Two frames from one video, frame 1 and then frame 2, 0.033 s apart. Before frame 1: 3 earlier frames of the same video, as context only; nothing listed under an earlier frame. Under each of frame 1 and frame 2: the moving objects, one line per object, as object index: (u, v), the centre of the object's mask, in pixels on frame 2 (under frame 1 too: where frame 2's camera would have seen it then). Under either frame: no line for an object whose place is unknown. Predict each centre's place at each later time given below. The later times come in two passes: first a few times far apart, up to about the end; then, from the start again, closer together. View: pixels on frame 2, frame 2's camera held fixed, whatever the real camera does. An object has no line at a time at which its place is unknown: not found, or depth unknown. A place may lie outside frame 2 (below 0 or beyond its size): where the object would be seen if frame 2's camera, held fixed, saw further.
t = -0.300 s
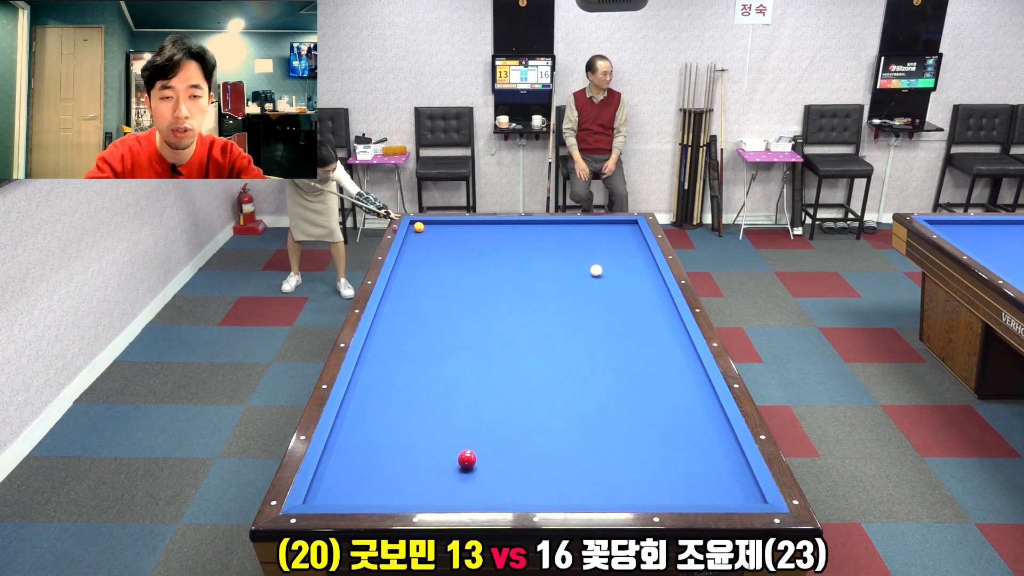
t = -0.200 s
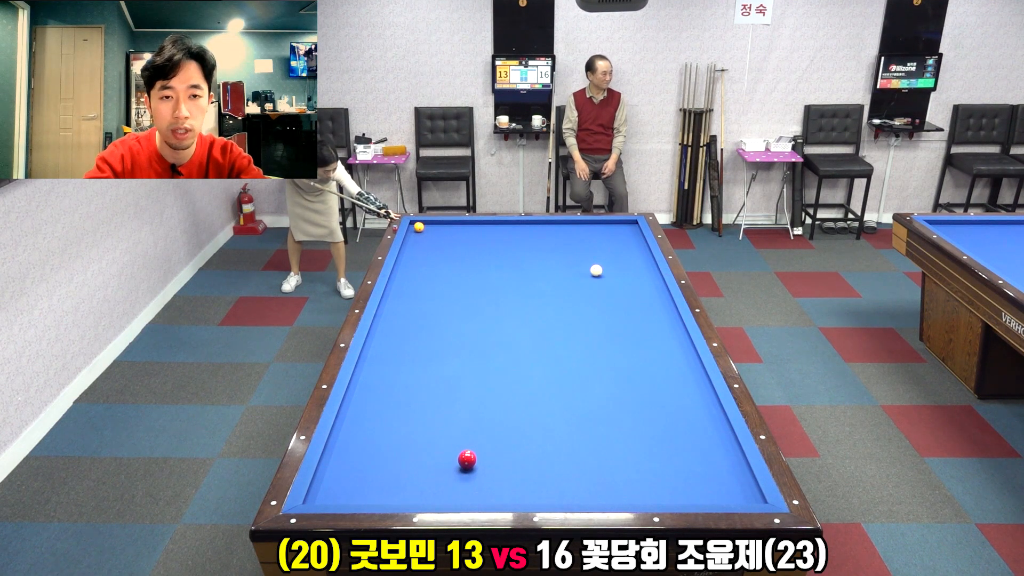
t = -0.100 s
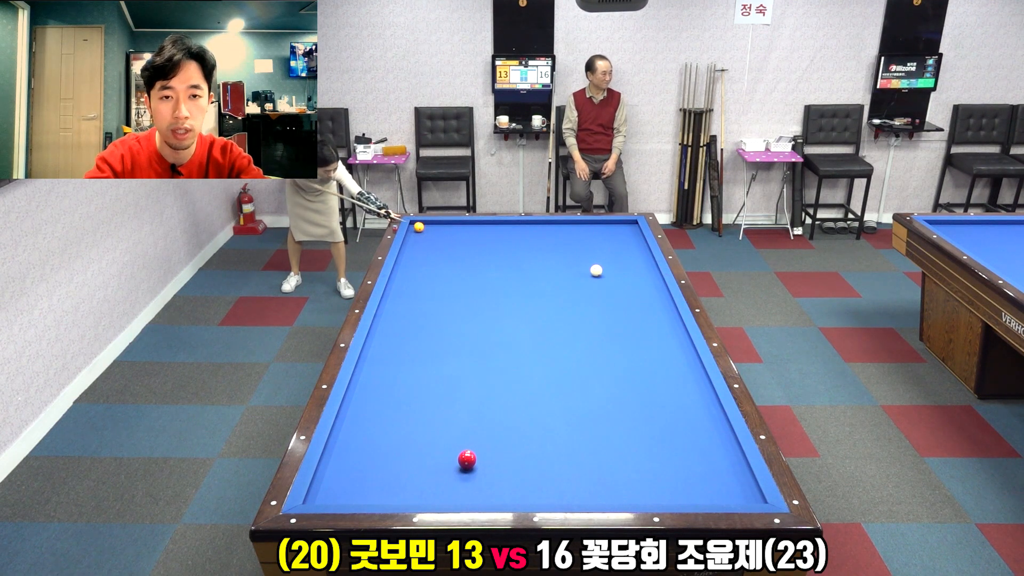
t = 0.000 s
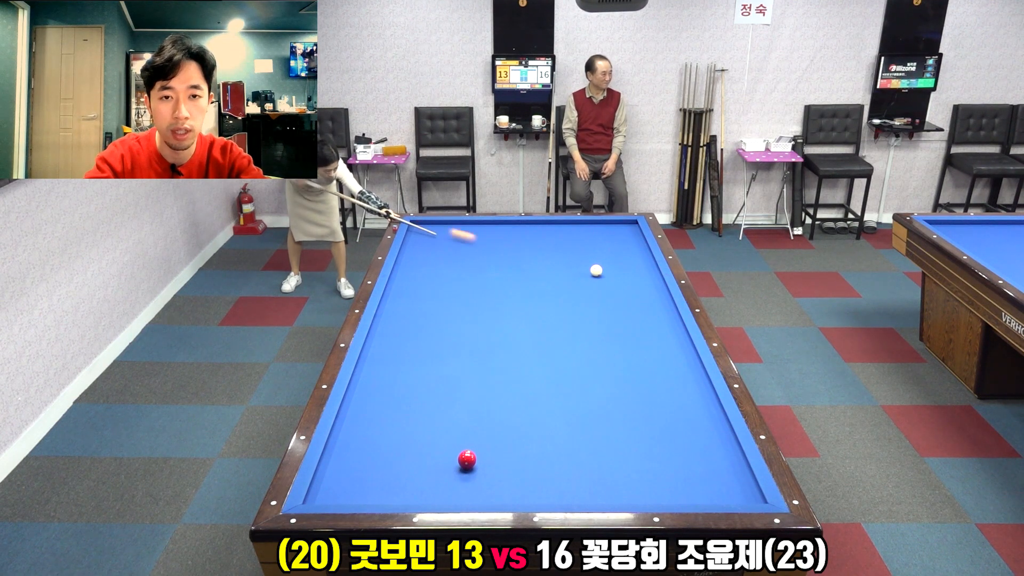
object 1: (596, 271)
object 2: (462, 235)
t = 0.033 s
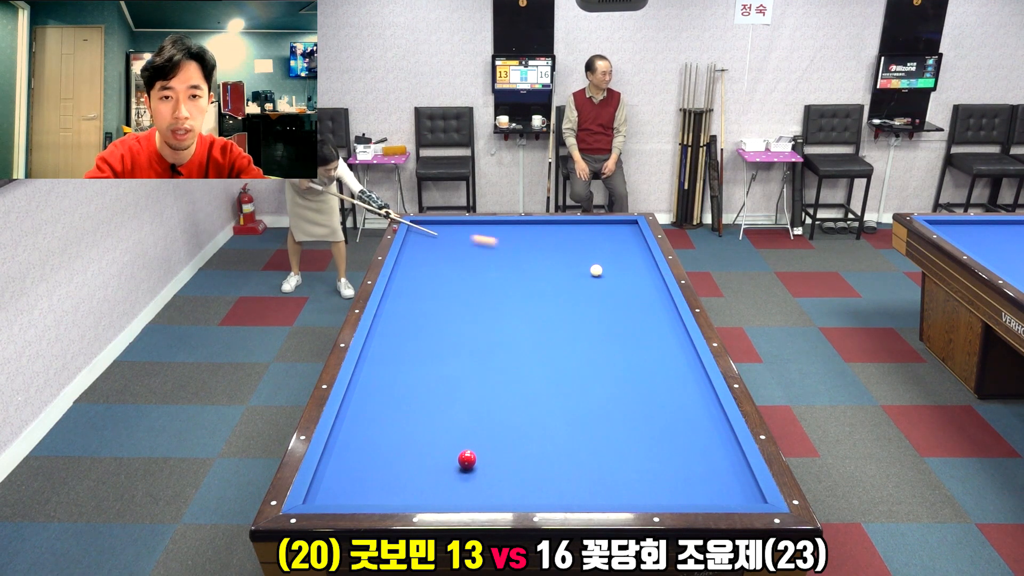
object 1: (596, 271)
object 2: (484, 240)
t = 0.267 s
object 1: (595, 278)
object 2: (648, 270)
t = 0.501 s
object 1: (591, 299)
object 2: (529, 290)
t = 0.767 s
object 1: (586, 324)
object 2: (388, 315)
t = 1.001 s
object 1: (581, 349)
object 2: (453, 326)
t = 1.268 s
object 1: (574, 382)
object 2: (522, 340)
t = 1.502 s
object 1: (568, 414)
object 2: (582, 353)
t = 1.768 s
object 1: (559, 458)
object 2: (656, 369)
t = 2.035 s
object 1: (549, 493)
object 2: (683, 383)
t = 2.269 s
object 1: (540, 467)
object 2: (650, 392)
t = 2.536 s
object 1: (532, 441)
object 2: (611, 402)
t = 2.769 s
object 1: (525, 421)
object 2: (577, 412)
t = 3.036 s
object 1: (518, 401)
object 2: (536, 423)
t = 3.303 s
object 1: (512, 383)
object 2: (495, 435)
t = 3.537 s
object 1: (507, 368)
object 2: (457, 445)
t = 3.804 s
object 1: (502, 353)
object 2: (414, 457)
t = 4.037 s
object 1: (498, 341)
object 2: (374, 469)
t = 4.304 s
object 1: (494, 328)
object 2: (328, 481)
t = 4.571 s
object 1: (490, 317)
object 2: (337, 490)
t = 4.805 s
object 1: (486, 307)
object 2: (356, 495)
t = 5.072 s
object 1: (483, 297)
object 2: (376, 496)
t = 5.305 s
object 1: (480, 289)
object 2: (392, 494)
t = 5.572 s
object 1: (477, 281)
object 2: (410, 491)
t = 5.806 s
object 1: (475, 274)
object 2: (425, 488)
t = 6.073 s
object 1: (473, 266)
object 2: (440, 485)
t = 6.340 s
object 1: (470, 259)
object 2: (454, 482)
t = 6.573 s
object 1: (468, 254)
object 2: (466, 480)
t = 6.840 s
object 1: (466, 248)
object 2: (478, 477)
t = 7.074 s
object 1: (465, 243)
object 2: (488, 475)
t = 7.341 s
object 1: (463, 238)
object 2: (499, 474)
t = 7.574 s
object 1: (461, 233)
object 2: (508, 472)
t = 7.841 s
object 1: (460, 228)
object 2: (517, 471)
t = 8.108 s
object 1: (458, 224)
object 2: (525, 470)
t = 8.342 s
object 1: (457, 223)
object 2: (532, 469)
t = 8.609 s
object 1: (455, 225)
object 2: (538, 468)
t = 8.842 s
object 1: (454, 227)
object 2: (543, 467)
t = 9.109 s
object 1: (452, 229)
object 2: (549, 466)
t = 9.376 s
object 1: (450, 231)
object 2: (553, 466)
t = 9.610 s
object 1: (449, 232)
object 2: (556, 465)
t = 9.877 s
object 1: (448, 234)
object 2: (559, 465)
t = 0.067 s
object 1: (596, 271)
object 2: (506, 245)
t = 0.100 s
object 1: (596, 271)
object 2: (529, 251)
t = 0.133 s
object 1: (596, 271)
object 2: (552, 256)
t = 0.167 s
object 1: (596, 271)
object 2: (576, 261)
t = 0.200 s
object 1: (596, 272)
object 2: (602, 265)
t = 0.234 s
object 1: (595, 274)
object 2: (625, 268)
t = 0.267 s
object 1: (595, 278)
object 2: (648, 270)
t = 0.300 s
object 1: (594, 281)
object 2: (642, 273)
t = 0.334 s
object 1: (593, 285)
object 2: (623, 276)
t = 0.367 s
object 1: (593, 288)
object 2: (605, 278)
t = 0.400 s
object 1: (592, 291)
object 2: (584, 280)
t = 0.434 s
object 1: (592, 293)
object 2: (566, 284)
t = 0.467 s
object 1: (591, 296)
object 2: (547, 287)
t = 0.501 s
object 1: (591, 299)
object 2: (529, 290)
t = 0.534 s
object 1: (590, 302)
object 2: (510, 293)
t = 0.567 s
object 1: (589, 305)
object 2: (492, 295)
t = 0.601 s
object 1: (589, 308)
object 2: (474, 298)
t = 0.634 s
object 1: (588, 312)
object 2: (456, 302)
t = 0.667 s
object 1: (588, 315)
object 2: (439, 305)
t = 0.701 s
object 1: (587, 318)
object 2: (422, 308)
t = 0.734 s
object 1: (586, 321)
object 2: (405, 311)
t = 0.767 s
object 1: (586, 324)
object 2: (388, 315)
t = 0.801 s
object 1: (585, 328)
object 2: (385, 317)
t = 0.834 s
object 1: (584, 331)
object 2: (397, 318)
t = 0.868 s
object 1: (584, 335)
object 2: (409, 320)
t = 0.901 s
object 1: (583, 338)
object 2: (421, 321)
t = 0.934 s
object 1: (582, 342)
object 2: (432, 323)
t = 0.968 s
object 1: (581, 346)
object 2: (443, 324)
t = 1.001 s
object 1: (581, 349)
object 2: (453, 326)
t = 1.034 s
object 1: (580, 353)
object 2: (462, 327)
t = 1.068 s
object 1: (579, 357)
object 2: (471, 329)
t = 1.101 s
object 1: (579, 361)
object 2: (480, 331)
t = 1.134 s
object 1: (578, 365)
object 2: (488, 333)
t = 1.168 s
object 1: (577, 369)
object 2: (497, 334)
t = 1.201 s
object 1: (576, 373)
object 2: (505, 336)
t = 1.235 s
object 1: (575, 378)
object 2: (513, 338)
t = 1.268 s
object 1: (574, 382)
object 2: (522, 340)
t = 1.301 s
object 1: (574, 386)
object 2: (530, 342)
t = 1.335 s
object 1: (573, 391)
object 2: (539, 344)
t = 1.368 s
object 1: (572, 395)
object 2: (547, 345)
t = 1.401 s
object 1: (571, 400)
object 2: (556, 347)
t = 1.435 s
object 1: (570, 405)
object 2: (565, 349)
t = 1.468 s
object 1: (569, 409)
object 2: (573, 351)
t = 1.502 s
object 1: (568, 414)
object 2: (582, 353)
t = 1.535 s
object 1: (567, 420)
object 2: (591, 355)
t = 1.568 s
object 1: (566, 424)
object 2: (600, 357)
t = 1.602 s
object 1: (565, 430)
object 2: (609, 359)
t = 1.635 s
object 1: (564, 435)
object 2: (618, 361)
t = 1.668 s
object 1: (563, 441)
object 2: (628, 363)
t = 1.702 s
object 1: (562, 446)
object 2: (637, 365)
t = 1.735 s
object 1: (560, 452)
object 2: (646, 367)
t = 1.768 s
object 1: (559, 458)
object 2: (656, 369)
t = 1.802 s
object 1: (558, 464)
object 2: (665, 371)
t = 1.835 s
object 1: (557, 470)
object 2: (675, 373)
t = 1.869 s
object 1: (556, 476)
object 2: (685, 375)
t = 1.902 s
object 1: (554, 482)
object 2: (694, 377)
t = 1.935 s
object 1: (553, 489)
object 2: (701, 379)
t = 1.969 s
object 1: (552, 494)
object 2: (696, 381)
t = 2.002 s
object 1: (550, 495)
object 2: (689, 382)
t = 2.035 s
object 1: (549, 493)
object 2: (683, 383)
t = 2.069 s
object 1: (548, 489)
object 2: (678, 384)
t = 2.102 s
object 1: (546, 485)
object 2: (673, 385)
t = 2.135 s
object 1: (545, 481)
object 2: (669, 387)
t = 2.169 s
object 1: (544, 477)
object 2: (664, 388)
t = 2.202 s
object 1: (543, 474)
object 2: (659, 389)
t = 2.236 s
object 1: (542, 470)
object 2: (655, 391)
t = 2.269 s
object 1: (540, 467)
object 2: (650, 392)
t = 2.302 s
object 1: (539, 463)
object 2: (645, 393)
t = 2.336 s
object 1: (538, 460)
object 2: (640, 395)
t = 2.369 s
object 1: (537, 457)
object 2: (636, 396)
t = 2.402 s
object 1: (536, 454)
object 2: (631, 397)
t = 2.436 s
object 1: (535, 450)
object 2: (626, 398)
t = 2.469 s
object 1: (534, 448)
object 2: (621, 400)
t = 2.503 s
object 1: (533, 444)
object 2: (616, 401)
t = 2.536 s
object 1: (532, 441)
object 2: (611, 402)
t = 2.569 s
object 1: (531, 439)
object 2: (607, 404)
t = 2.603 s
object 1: (530, 435)
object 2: (602, 405)
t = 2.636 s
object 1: (529, 433)
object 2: (597, 406)
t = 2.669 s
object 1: (528, 430)
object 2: (591, 408)
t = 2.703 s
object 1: (527, 427)
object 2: (587, 409)
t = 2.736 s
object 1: (526, 424)
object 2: (582, 411)
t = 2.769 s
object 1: (525, 421)
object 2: (577, 412)
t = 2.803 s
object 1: (524, 419)
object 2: (572, 413)
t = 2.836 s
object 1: (523, 416)
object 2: (567, 415)
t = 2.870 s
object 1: (522, 413)
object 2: (562, 416)
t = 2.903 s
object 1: (522, 411)
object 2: (557, 418)
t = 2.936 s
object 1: (521, 408)
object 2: (552, 419)
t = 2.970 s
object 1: (520, 406)
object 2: (547, 420)
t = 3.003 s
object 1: (519, 403)
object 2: (542, 422)
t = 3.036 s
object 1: (518, 401)
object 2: (536, 423)
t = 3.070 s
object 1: (518, 398)
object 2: (531, 424)
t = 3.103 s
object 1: (517, 396)
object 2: (526, 426)
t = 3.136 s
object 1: (516, 394)
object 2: (521, 428)
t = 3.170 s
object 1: (515, 392)
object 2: (516, 429)
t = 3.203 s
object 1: (514, 389)
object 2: (511, 430)
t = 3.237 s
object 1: (514, 387)
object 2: (505, 432)
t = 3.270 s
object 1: (513, 385)
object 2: (500, 433)
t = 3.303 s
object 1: (512, 383)
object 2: (495, 435)
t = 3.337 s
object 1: (511, 380)
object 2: (489, 436)
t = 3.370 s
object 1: (511, 378)
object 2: (484, 438)
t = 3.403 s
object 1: (510, 376)
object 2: (479, 439)
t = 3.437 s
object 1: (509, 374)
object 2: (474, 440)
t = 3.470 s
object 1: (509, 372)
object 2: (468, 441)
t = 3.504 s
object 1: (508, 370)
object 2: (463, 443)
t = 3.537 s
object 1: (507, 368)
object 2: (457, 445)
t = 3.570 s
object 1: (506, 366)
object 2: (452, 447)
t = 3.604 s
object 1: (506, 364)
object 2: (447, 448)
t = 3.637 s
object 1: (505, 362)
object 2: (441, 450)
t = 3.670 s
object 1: (504, 360)
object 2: (436, 451)
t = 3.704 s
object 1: (504, 358)
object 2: (430, 453)
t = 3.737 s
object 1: (503, 357)
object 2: (425, 454)
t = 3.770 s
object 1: (503, 355)
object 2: (419, 456)
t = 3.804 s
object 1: (502, 353)
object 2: (414, 457)
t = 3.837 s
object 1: (502, 351)
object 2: (408, 459)
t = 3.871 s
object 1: (501, 349)
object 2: (403, 461)
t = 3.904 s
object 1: (500, 347)
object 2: (397, 462)
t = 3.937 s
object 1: (500, 346)
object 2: (391, 464)
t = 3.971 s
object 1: (499, 344)
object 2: (386, 465)
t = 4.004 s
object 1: (499, 342)
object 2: (380, 467)
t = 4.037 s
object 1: (498, 341)
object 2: (374, 469)
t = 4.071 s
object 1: (497, 339)
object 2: (369, 470)
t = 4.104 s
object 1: (497, 338)
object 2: (363, 472)
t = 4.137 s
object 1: (496, 336)
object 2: (357, 473)
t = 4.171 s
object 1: (496, 334)
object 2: (351, 475)
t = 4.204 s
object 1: (495, 333)
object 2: (346, 476)
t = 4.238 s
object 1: (495, 331)
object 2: (340, 478)
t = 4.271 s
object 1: (494, 330)
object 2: (334, 480)
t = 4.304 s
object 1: (494, 328)
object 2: (328, 481)
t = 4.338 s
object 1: (493, 327)
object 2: (322, 483)
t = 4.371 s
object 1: (493, 325)
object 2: (321, 485)
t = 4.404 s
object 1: (492, 324)
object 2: (324, 485)
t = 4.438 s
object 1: (492, 322)
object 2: (327, 487)
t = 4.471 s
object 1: (491, 321)
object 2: (330, 487)
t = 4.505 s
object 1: (491, 319)
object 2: (332, 488)
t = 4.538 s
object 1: (490, 318)
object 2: (335, 489)
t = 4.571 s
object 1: (490, 317)
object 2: (337, 490)
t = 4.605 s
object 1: (489, 315)
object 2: (340, 491)
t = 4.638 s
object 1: (489, 314)
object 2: (343, 492)
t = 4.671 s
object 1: (488, 313)
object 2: (345, 493)
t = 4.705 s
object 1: (488, 311)
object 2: (348, 494)
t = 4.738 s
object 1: (487, 310)
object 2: (351, 494)
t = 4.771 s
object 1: (487, 309)
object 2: (353, 495)
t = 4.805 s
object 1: (486, 307)
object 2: (356, 495)
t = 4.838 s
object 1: (486, 306)
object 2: (359, 496)
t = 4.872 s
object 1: (486, 305)
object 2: (361, 496)
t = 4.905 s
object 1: (485, 303)
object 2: (364, 497)
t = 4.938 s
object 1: (485, 302)
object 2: (366, 497)
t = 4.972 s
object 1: (484, 301)
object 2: (369, 497)
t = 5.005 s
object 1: (484, 300)
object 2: (371, 496)
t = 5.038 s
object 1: (484, 298)
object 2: (374, 496)
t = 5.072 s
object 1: (483, 297)
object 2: (376, 496)
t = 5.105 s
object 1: (483, 296)
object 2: (379, 496)
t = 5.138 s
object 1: (482, 295)
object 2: (381, 495)
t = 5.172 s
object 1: (482, 294)
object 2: (383, 495)
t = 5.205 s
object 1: (482, 293)
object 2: (386, 495)
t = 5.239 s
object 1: (481, 291)
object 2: (388, 494)
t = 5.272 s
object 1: (481, 290)
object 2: (390, 494)
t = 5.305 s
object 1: (480, 289)
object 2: (392, 494)
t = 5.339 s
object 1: (480, 288)
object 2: (395, 494)
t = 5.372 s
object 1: (480, 287)
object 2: (397, 493)
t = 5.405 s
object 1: (479, 286)
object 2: (399, 493)
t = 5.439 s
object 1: (479, 285)
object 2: (401, 493)
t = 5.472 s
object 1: (479, 284)
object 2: (404, 492)
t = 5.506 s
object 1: (478, 283)
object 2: (406, 492)
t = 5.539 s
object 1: (478, 282)
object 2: (408, 491)
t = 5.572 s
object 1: (477, 281)
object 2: (410, 491)
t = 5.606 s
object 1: (477, 280)
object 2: (412, 491)
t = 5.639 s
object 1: (477, 279)
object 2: (414, 490)
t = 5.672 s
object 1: (476, 278)
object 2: (417, 490)
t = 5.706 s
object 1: (476, 277)
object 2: (418, 489)
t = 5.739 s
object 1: (476, 276)
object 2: (420, 489)
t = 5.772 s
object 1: (476, 275)
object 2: (423, 488)
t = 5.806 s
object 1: (475, 274)
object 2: (425, 488)
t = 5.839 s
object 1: (475, 273)
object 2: (426, 487)
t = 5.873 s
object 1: (475, 272)
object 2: (429, 487)
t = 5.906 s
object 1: (474, 271)
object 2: (431, 487)
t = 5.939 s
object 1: (474, 270)
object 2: (433, 486)
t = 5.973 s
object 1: (474, 269)
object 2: (434, 486)
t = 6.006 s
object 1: (473, 268)
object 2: (436, 485)
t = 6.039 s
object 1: (473, 267)
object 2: (438, 485)
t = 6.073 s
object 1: (473, 266)
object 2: (440, 485)
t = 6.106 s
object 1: (472, 265)
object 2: (442, 484)
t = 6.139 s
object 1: (472, 264)
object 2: (444, 484)
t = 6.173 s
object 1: (472, 264)
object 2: (445, 484)
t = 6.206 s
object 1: (471, 263)
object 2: (447, 483)
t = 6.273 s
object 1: (471, 261)
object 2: (450, 483)
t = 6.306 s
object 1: (471, 260)
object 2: (452, 482)
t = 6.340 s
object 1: (470, 259)
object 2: (454, 482)
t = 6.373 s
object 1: (470, 259)
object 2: (456, 482)
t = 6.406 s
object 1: (470, 258)
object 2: (458, 481)
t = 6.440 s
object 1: (469, 257)
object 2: (459, 481)
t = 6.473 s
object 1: (469, 256)
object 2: (461, 481)
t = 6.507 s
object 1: (469, 255)
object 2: (463, 480)
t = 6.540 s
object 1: (469, 255)
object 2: (464, 480)
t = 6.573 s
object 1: (468, 254)
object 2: (466, 480)
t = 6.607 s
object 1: (468, 253)
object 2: (468, 479)
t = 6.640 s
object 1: (468, 252)
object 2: (469, 479)
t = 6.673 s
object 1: (467, 251)
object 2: (471, 479)
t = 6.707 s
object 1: (467, 251)
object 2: (472, 479)
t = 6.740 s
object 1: (467, 250)
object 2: (474, 478)
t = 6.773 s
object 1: (467, 249)
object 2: (475, 478)
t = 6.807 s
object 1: (467, 249)
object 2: (477, 478)
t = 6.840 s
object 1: (466, 248)
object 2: (478, 477)
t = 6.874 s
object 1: (466, 247)
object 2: (480, 477)
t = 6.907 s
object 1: (466, 246)
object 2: (481, 477)
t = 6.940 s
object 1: (466, 246)
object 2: (483, 476)
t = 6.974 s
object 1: (465, 245)
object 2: (484, 476)
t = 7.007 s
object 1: (465, 244)
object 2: (486, 476)
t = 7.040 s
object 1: (465, 244)
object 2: (487, 476)
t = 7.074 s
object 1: (465, 243)
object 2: (488, 475)
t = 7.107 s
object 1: (464, 242)
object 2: (490, 475)
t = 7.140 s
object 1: (464, 241)
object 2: (491, 475)
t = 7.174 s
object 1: (464, 241)
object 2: (493, 475)
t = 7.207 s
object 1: (464, 240)
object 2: (494, 475)
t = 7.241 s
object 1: (463, 239)
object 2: (495, 474)
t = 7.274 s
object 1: (463, 239)
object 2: (497, 474)
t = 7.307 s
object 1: (463, 238)
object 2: (498, 474)
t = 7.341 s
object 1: (463, 238)
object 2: (499, 474)
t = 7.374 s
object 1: (463, 237)
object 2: (500, 474)
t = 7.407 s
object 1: (462, 236)
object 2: (502, 473)
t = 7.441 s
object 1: (462, 236)
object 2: (503, 473)
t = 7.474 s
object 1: (462, 235)
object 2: (504, 473)
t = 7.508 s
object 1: (462, 234)
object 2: (505, 473)
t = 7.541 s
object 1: (462, 234)
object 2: (507, 473)
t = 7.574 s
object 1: (461, 233)
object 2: (508, 472)
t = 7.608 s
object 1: (461, 233)
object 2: (509, 472)
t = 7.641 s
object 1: (461, 232)
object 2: (510, 472)
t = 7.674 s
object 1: (461, 232)
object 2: (511, 472)
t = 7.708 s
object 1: (460, 231)
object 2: (512, 472)
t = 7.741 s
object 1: (460, 230)
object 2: (514, 471)
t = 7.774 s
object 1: (460, 230)
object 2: (515, 471)
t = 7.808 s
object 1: (460, 229)
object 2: (516, 471)
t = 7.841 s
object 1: (460, 228)
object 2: (517, 471)
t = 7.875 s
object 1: (460, 228)
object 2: (518, 470)
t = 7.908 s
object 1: (459, 227)
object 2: (519, 470)
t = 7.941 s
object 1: (459, 227)
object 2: (520, 470)
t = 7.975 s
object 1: (459, 226)
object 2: (521, 470)
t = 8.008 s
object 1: (459, 226)
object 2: (522, 470)
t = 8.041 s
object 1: (459, 225)
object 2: (523, 470)
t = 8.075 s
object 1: (458, 225)
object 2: (524, 470)
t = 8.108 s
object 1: (458, 224)
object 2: (525, 470)
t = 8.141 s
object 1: (458, 224)
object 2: (526, 470)
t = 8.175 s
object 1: (458, 223)
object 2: (527, 470)
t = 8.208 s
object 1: (458, 223)
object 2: (528, 469)
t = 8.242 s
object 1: (458, 222)
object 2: (529, 469)
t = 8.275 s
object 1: (458, 222)
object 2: (530, 469)
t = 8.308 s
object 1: (457, 222)
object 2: (531, 469)
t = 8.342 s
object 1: (457, 223)
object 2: (532, 469)
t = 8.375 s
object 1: (457, 223)
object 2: (533, 469)
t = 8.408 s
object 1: (457, 223)
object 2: (534, 469)
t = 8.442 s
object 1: (456, 223)
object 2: (534, 469)
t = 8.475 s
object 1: (456, 224)
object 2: (535, 468)
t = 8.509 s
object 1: (456, 224)
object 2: (536, 468)
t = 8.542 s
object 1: (455, 224)
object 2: (537, 468)
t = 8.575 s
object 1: (455, 225)
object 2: (538, 468)
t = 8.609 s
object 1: (455, 225)
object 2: (538, 468)
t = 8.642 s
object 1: (455, 225)
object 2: (539, 468)
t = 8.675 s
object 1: (454, 226)
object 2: (540, 468)
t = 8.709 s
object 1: (454, 226)
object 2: (541, 467)
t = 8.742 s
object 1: (454, 226)
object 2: (541, 467)
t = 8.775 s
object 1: (454, 226)
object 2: (542, 467)
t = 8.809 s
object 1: (454, 227)
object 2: (543, 467)
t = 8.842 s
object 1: (454, 227)
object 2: (543, 467)
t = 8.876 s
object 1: (453, 227)
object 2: (544, 467)
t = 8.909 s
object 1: (453, 227)
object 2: (545, 467)
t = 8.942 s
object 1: (453, 228)
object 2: (546, 467)
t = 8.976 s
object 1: (453, 228)
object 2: (546, 466)
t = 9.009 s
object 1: (452, 228)
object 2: (547, 466)
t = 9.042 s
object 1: (452, 228)
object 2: (547, 466)
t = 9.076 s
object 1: (452, 229)
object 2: (548, 466)
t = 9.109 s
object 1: (452, 229)
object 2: (549, 466)
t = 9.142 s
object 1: (452, 229)
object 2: (549, 466)
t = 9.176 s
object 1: (452, 229)
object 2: (550, 466)
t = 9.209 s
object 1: (451, 230)
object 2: (550, 466)
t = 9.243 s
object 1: (451, 230)
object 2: (551, 466)
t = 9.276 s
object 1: (451, 230)
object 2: (551, 466)
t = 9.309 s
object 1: (450, 230)
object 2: (552, 466)
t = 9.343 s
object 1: (450, 231)
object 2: (553, 466)
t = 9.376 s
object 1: (450, 231)
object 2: (553, 466)
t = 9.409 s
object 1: (450, 231)
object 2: (554, 465)
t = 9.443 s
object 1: (450, 231)
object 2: (554, 466)
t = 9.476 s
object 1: (449, 231)
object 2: (554, 466)
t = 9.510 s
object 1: (449, 232)
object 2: (555, 465)
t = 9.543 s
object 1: (449, 232)
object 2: (555, 465)
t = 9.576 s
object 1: (449, 232)
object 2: (556, 465)
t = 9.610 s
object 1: (449, 232)
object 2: (556, 465)
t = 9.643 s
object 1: (449, 232)
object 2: (557, 465)
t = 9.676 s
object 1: (449, 233)
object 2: (557, 465)
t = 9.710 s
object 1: (448, 233)
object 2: (557, 465)
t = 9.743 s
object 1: (448, 233)
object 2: (558, 465)
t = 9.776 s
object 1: (448, 233)
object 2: (558, 465)
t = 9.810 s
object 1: (448, 233)
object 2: (558, 465)
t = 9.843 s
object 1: (448, 234)
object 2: (559, 465)
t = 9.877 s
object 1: (448, 234)
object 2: (559, 465)
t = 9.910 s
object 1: (447, 234)
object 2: (559, 465)
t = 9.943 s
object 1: (447, 234)
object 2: (560, 465)
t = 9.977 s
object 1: (447, 235)
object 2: (560, 465)
